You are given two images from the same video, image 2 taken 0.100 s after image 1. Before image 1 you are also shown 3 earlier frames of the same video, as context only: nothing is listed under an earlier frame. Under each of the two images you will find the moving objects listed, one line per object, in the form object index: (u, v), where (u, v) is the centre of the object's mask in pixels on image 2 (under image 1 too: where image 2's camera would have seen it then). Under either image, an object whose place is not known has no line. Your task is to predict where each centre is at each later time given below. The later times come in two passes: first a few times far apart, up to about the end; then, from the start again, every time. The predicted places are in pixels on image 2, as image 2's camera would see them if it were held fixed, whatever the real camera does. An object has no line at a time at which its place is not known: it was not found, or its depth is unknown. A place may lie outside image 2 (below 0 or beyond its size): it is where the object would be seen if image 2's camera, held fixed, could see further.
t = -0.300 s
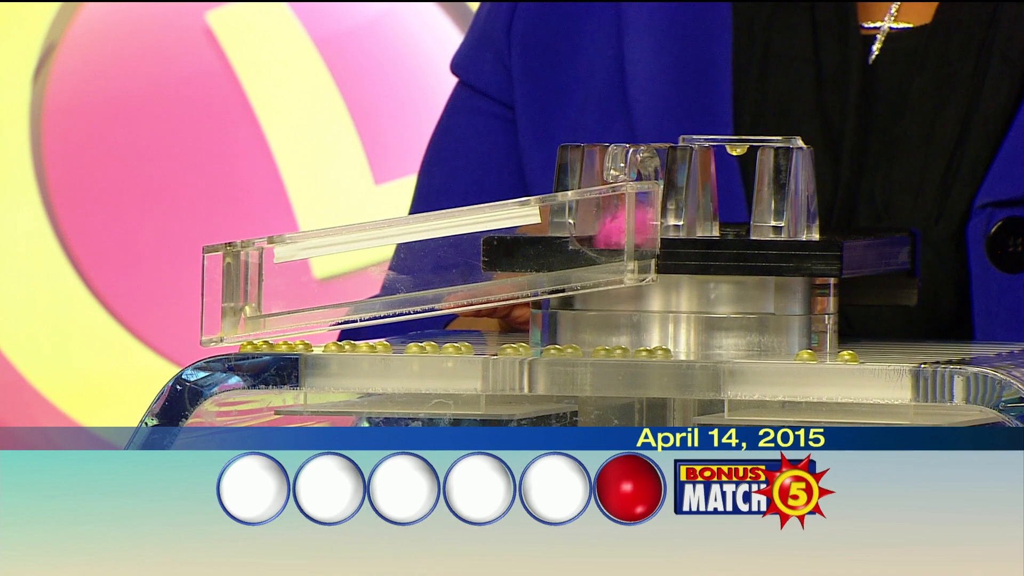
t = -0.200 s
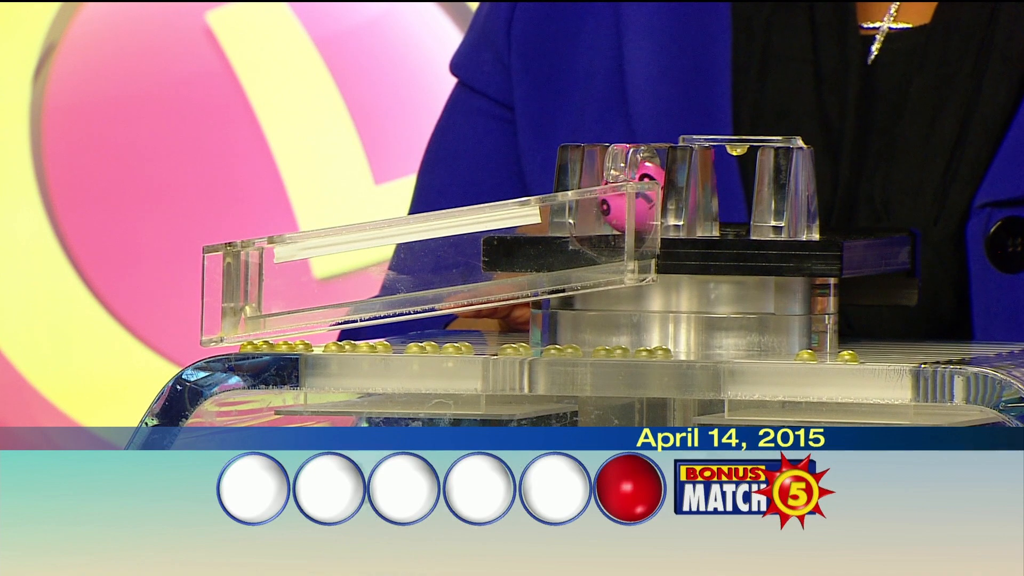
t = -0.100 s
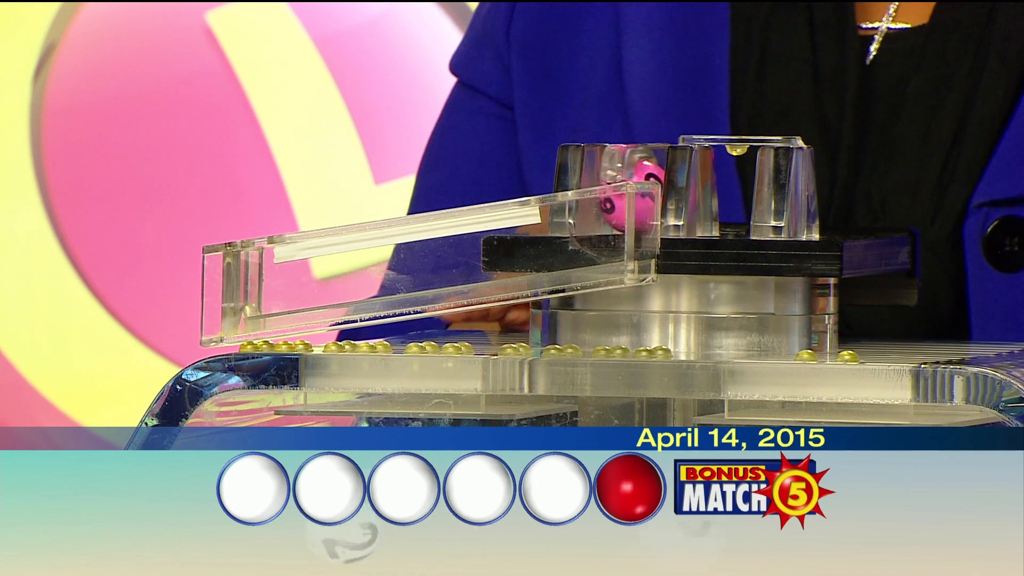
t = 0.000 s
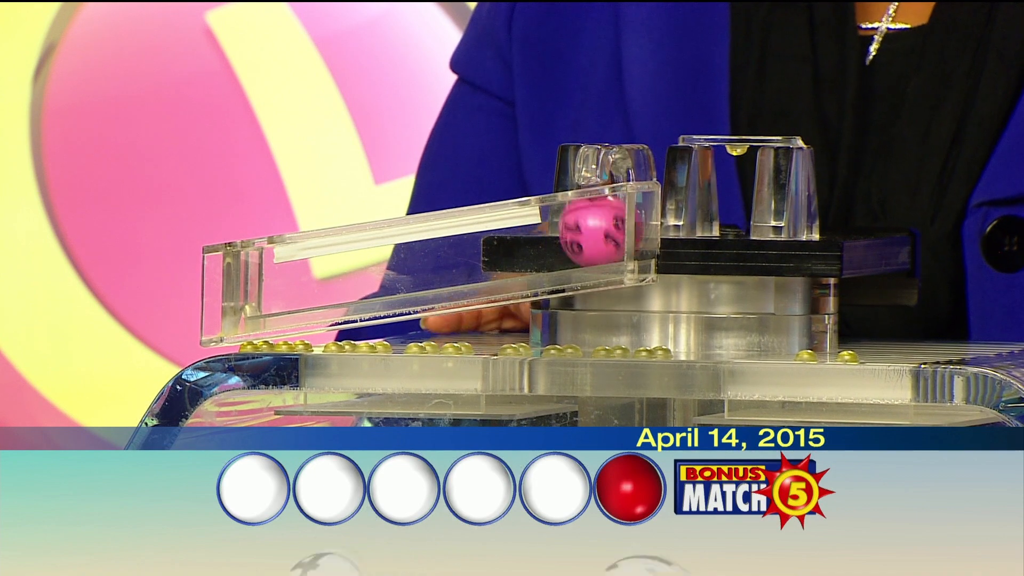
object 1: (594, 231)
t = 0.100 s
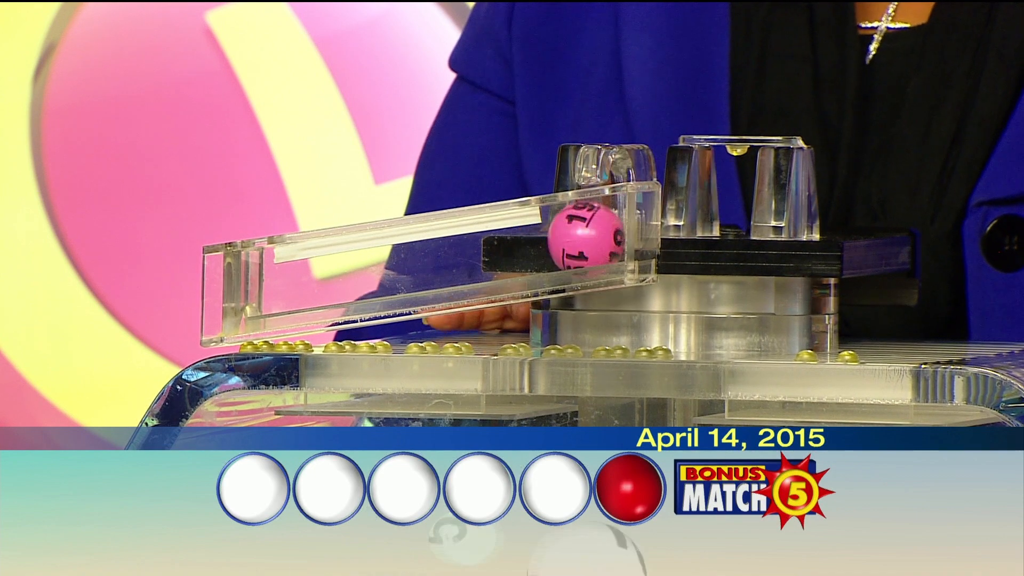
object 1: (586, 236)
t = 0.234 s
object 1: (563, 240)
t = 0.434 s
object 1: (515, 248)
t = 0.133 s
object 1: (581, 237)
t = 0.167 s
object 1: (576, 238)
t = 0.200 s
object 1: (569, 239)
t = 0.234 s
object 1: (563, 240)
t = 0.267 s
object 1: (557, 241)
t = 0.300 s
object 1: (550, 242)
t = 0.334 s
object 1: (543, 244)
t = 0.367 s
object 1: (534, 245)
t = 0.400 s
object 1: (525, 247)
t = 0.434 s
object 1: (515, 248)
